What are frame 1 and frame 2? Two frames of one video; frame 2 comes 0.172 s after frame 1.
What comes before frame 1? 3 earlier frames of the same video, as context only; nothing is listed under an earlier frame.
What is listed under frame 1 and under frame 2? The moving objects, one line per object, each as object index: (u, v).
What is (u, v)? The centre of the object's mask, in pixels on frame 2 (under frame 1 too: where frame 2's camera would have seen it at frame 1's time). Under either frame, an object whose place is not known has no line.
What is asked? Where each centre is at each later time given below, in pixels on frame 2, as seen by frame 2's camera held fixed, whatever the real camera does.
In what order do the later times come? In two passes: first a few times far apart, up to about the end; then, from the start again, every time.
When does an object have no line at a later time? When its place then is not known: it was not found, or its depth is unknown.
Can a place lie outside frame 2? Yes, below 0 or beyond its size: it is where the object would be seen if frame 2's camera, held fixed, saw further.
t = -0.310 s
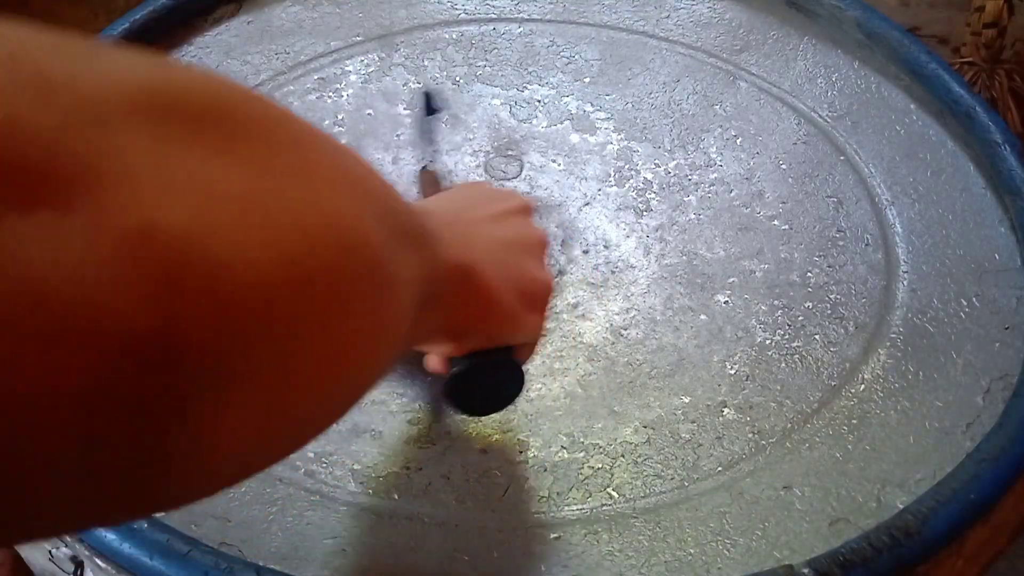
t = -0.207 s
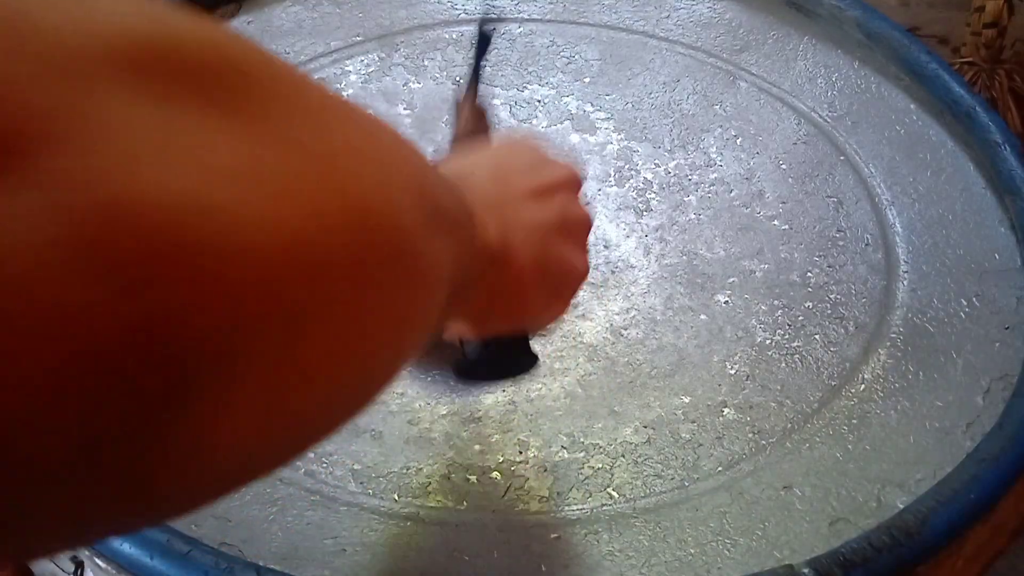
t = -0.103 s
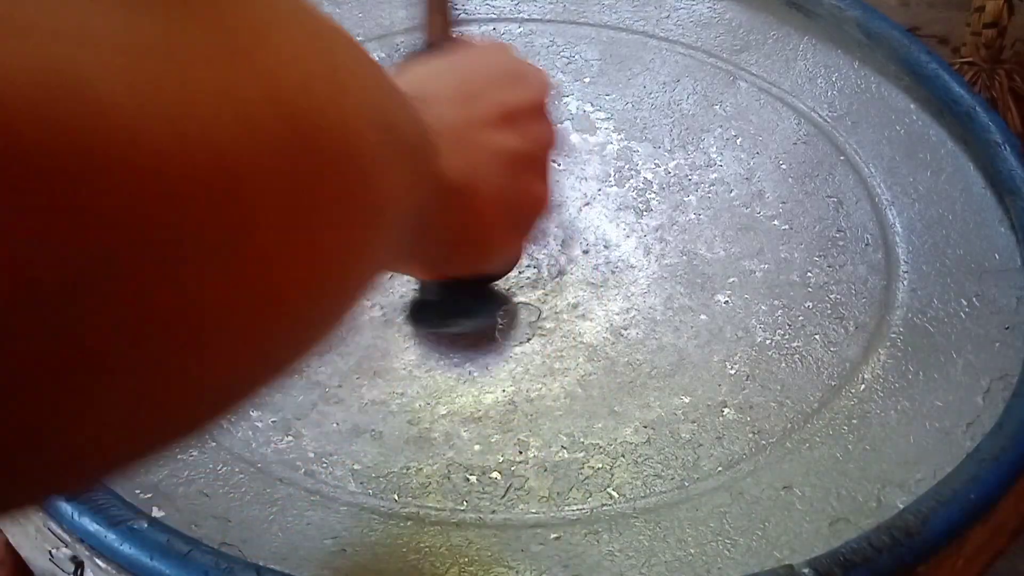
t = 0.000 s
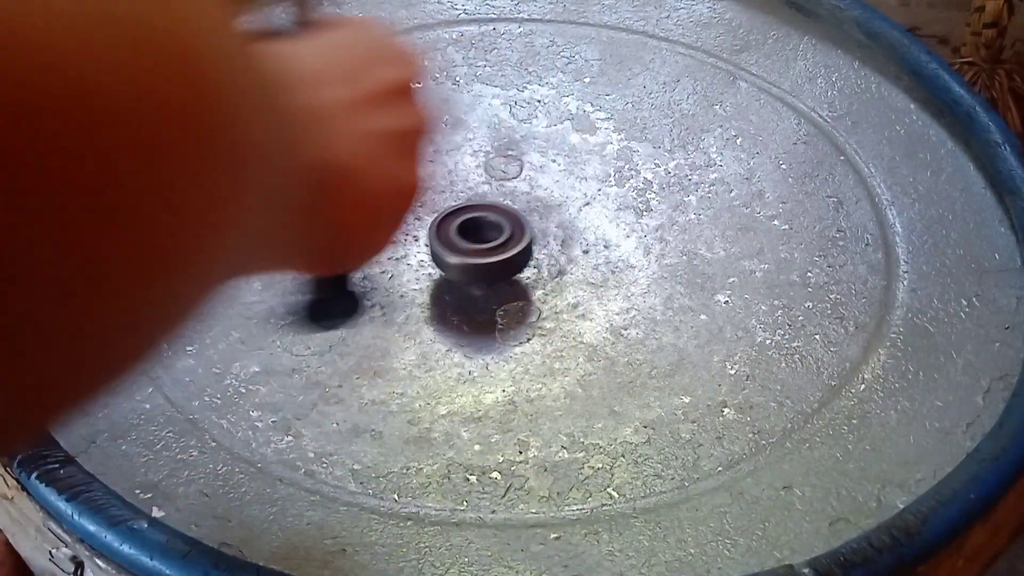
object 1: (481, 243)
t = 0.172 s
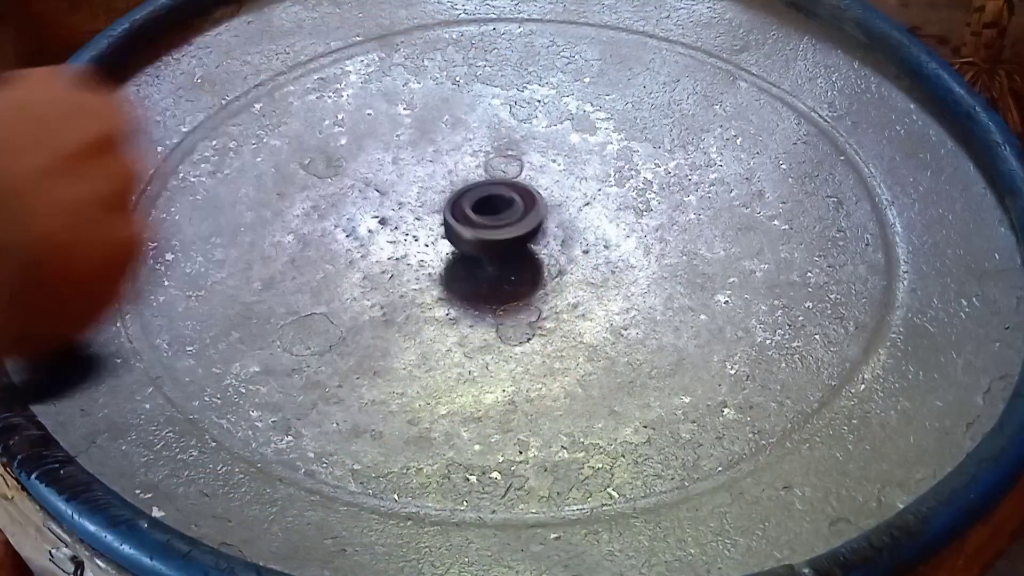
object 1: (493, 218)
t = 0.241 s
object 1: (471, 202)
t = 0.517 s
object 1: (345, 243)
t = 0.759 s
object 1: (356, 336)
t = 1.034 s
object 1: (597, 270)
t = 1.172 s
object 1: (614, 173)
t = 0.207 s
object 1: (484, 210)
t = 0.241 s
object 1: (471, 202)
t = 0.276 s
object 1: (458, 198)
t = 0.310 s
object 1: (444, 198)
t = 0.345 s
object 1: (427, 200)
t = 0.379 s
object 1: (410, 205)
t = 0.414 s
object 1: (392, 212)
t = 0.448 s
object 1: (376, 221)
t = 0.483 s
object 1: (361, 232)
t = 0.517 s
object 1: (345, 243)
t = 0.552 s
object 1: (332, 256)
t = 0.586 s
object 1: (323, 269)
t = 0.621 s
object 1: (319, 285)
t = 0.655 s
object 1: (321, 297)
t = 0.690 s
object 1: (326, 317)
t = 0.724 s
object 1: (337, 327)
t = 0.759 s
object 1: (356, 336)
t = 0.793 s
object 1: (378, 346)
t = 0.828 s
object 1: (404, 349)
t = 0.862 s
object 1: (468, 344)
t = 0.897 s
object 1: (499, 334)
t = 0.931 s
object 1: (528, 325)
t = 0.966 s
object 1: (555, 309)
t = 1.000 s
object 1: (579, 290)
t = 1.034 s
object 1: (597, 270)
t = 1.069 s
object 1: (611, 248)
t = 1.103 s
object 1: (615, 222)
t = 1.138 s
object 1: (617, 196)
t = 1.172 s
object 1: (614, 173)
